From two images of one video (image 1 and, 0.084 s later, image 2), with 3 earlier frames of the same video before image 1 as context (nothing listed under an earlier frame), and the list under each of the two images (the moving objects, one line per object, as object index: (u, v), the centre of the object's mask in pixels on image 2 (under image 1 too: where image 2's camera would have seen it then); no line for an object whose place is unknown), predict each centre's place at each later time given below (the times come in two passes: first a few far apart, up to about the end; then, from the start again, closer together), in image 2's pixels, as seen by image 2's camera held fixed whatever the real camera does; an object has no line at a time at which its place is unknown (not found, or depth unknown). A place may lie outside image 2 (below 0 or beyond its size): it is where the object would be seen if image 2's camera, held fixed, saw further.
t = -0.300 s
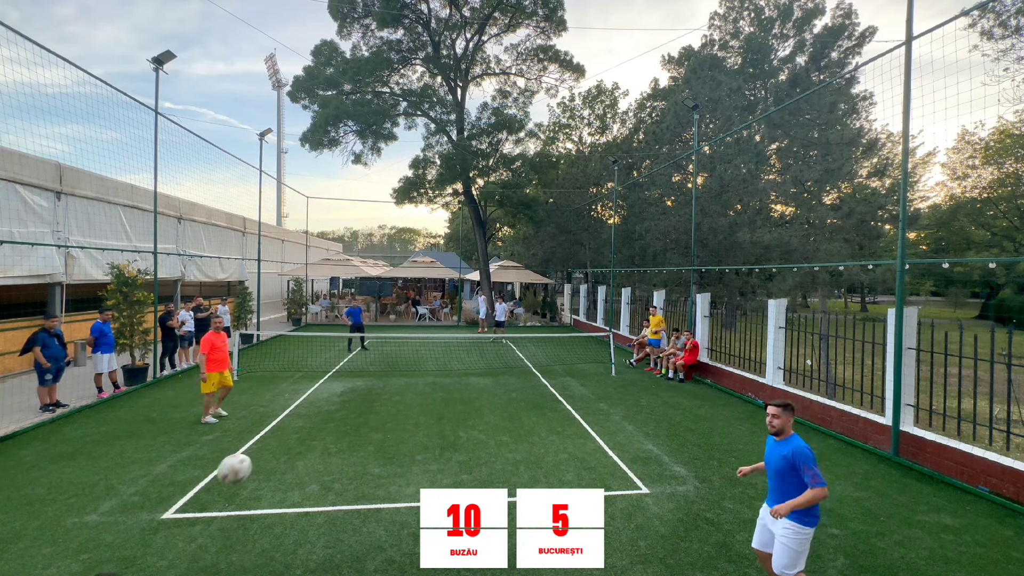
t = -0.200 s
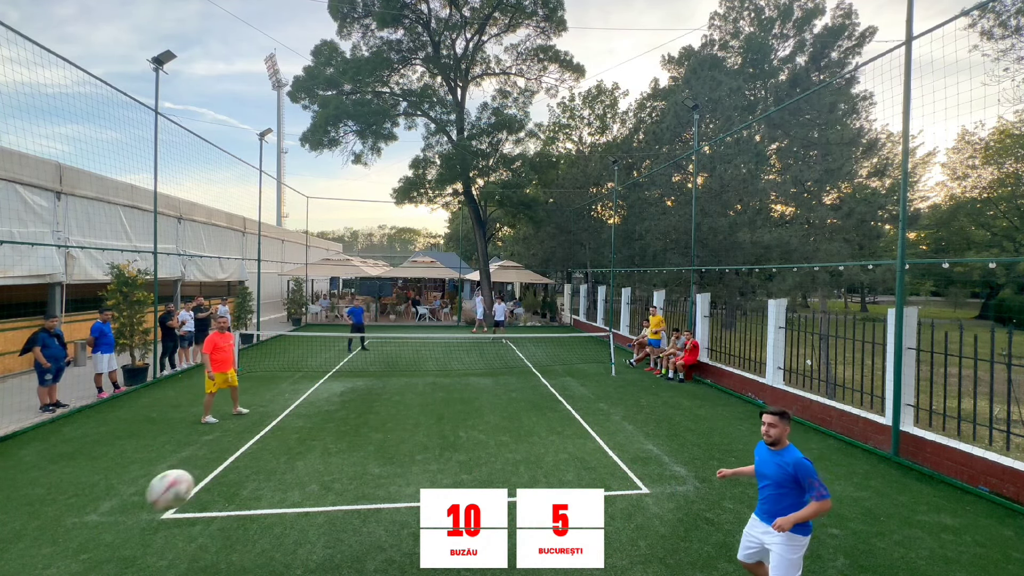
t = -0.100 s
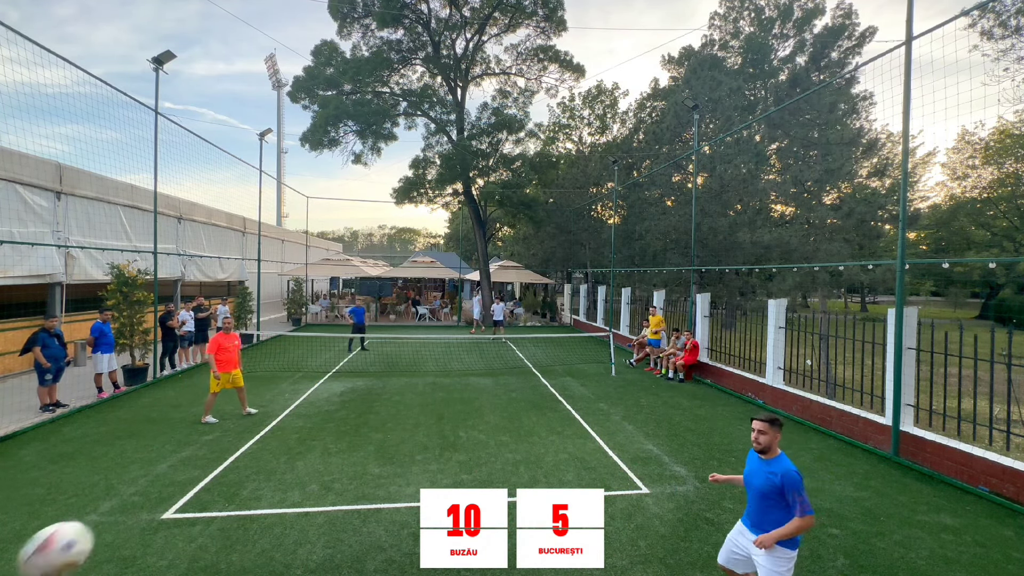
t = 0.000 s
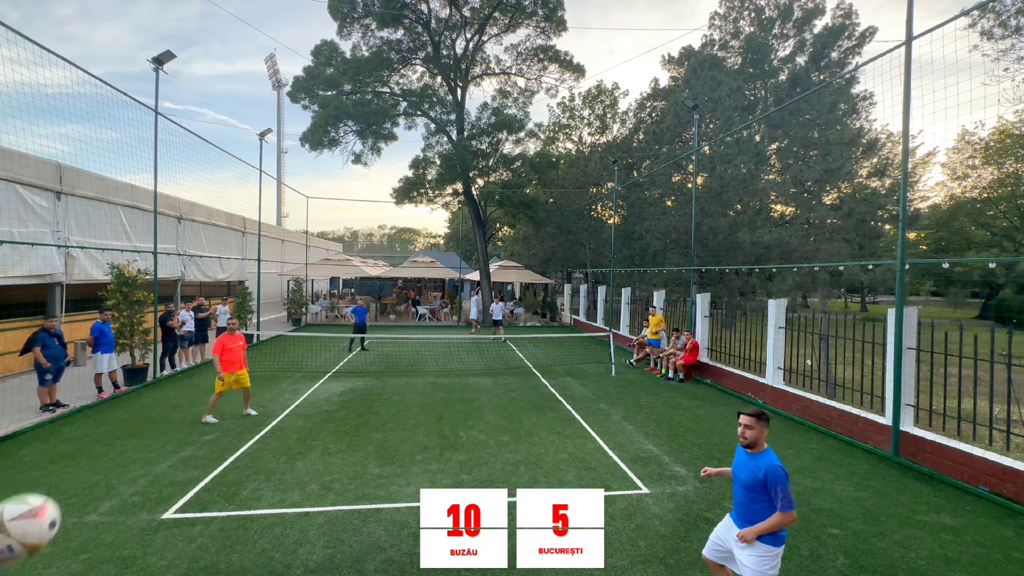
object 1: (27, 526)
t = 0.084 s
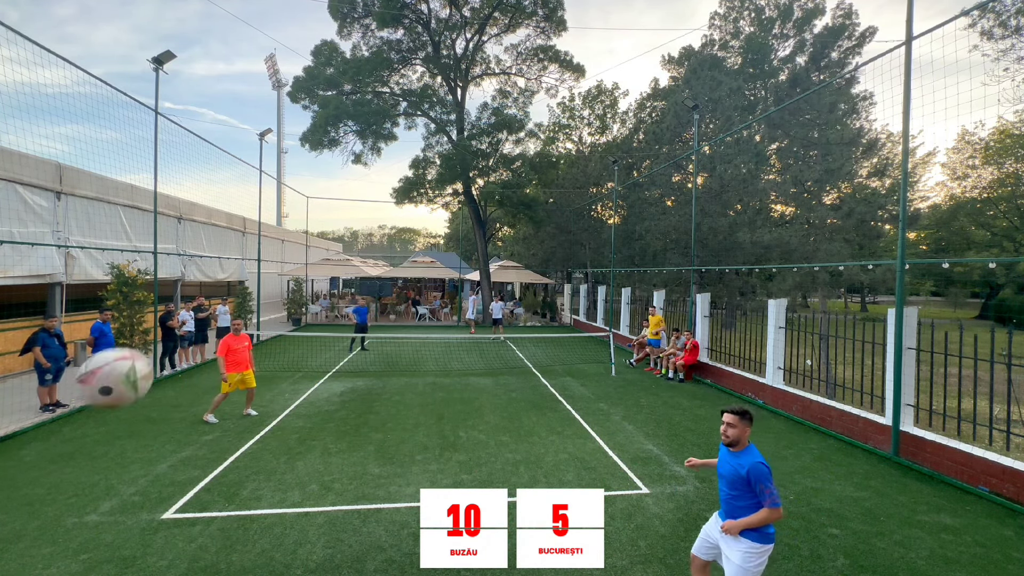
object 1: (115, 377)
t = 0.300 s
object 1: (329, 126)
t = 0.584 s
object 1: (545, 17)
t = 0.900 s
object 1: (735, 85)
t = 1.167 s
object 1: (862, 268)
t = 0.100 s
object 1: (132, 353)
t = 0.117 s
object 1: (149, 328)
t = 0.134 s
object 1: (168, 304)
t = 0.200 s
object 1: (236, 220)
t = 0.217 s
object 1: (252, 202)
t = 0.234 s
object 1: (269, 185)
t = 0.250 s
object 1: (284, 169)
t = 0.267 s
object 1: (299, 153)
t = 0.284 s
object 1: (314, 139)
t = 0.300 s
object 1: (329, 126)
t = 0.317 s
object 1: (343, 113)
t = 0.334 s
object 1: (357, 101)
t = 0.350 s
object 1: (371, 91)
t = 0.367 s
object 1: (384, 81)
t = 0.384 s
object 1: (398, 70)
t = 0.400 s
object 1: (412, 61)
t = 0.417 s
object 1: (425, 53)
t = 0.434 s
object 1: (438, 46)
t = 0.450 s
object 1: (450, 40)
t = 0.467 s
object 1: (463, 34)
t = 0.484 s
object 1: (475, 29)
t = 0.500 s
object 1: (487, 25)
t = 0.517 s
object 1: (499, 22)
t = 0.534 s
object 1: (511, 20)
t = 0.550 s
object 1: (523, 19)
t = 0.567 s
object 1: (534, 17)
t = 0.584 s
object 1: (545, 17)
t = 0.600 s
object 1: (556, 16)
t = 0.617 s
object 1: (567, 16)
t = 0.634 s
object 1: (578, 16)
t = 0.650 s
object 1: (588, 16)
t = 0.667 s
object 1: (599, 17)
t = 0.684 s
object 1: (610, 18)
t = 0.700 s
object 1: (621, 19)
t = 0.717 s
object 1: (631, 21)
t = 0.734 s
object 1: (641, 24)
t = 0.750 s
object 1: (651, 28)
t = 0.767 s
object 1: (661, 32)
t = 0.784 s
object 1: (671, 38)
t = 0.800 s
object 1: (680, 43)
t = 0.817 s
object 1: (690, 49)
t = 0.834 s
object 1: (699, 55)
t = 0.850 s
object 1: (708, 62)
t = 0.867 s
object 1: (717, 69)
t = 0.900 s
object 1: (735, 85)
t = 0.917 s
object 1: (744, 93)
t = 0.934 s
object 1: (753, 103)
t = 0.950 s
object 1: (761, 111)
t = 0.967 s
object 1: (769, 122)
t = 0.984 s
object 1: (778, 132)
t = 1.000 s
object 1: (785, 142)
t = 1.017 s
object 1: (794, 152)
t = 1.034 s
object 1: (802, 165)
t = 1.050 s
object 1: (810, 177)
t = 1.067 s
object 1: (817, 188)
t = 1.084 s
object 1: (825, 201)
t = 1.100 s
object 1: (833, 214)
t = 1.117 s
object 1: (840, 227)
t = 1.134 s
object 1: (848, 240)
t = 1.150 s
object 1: (855, 254)
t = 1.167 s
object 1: (862, 268)
